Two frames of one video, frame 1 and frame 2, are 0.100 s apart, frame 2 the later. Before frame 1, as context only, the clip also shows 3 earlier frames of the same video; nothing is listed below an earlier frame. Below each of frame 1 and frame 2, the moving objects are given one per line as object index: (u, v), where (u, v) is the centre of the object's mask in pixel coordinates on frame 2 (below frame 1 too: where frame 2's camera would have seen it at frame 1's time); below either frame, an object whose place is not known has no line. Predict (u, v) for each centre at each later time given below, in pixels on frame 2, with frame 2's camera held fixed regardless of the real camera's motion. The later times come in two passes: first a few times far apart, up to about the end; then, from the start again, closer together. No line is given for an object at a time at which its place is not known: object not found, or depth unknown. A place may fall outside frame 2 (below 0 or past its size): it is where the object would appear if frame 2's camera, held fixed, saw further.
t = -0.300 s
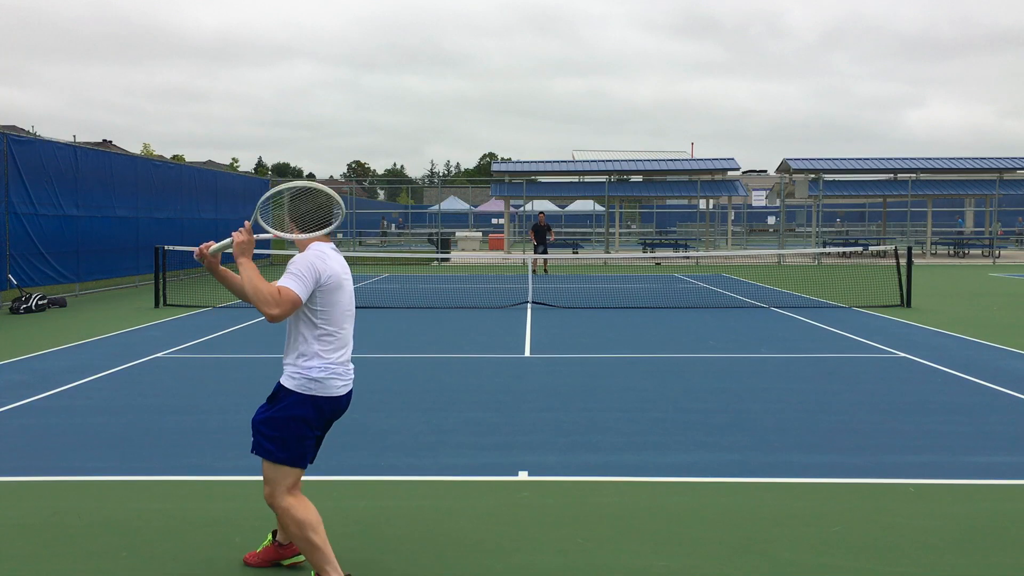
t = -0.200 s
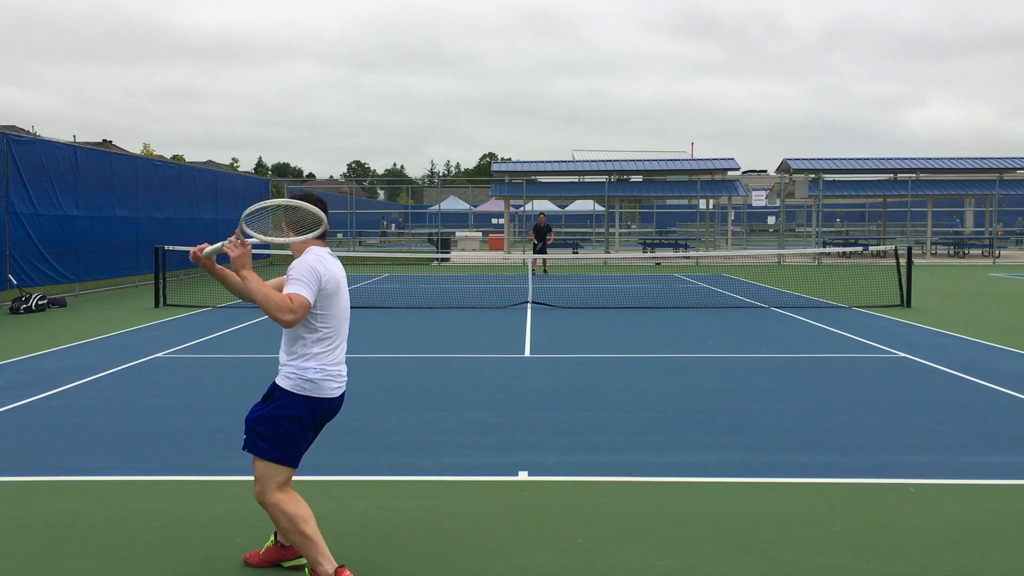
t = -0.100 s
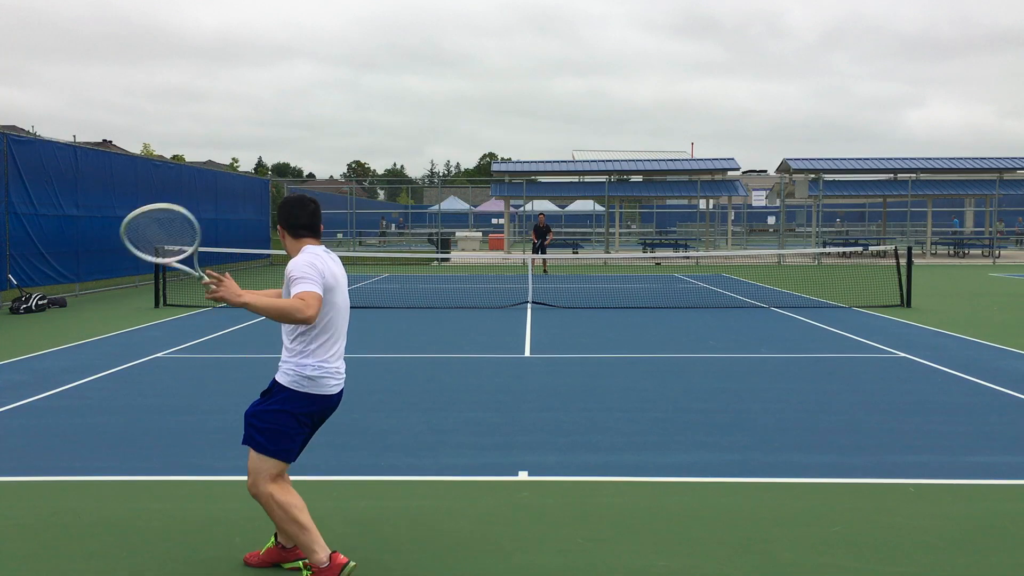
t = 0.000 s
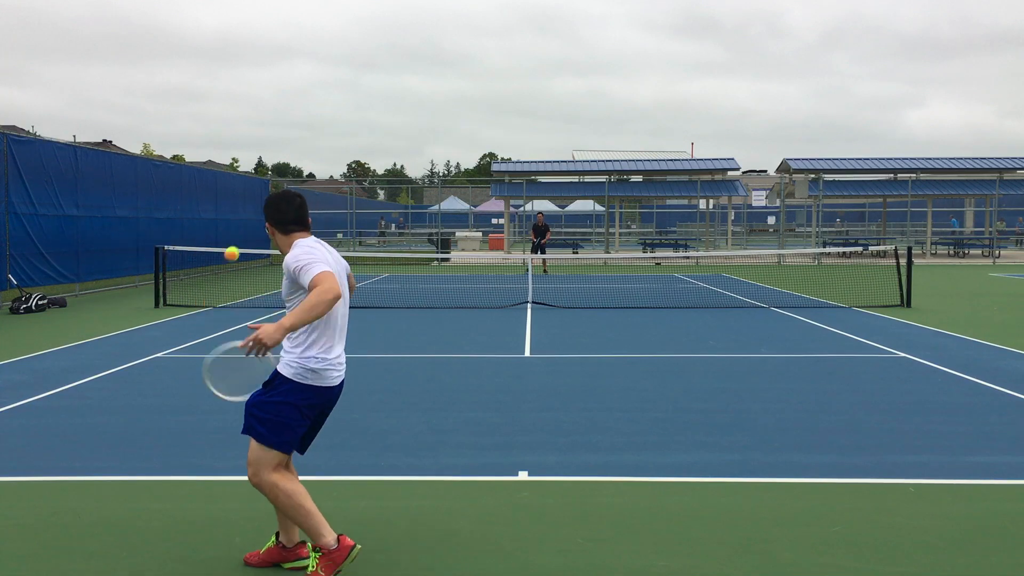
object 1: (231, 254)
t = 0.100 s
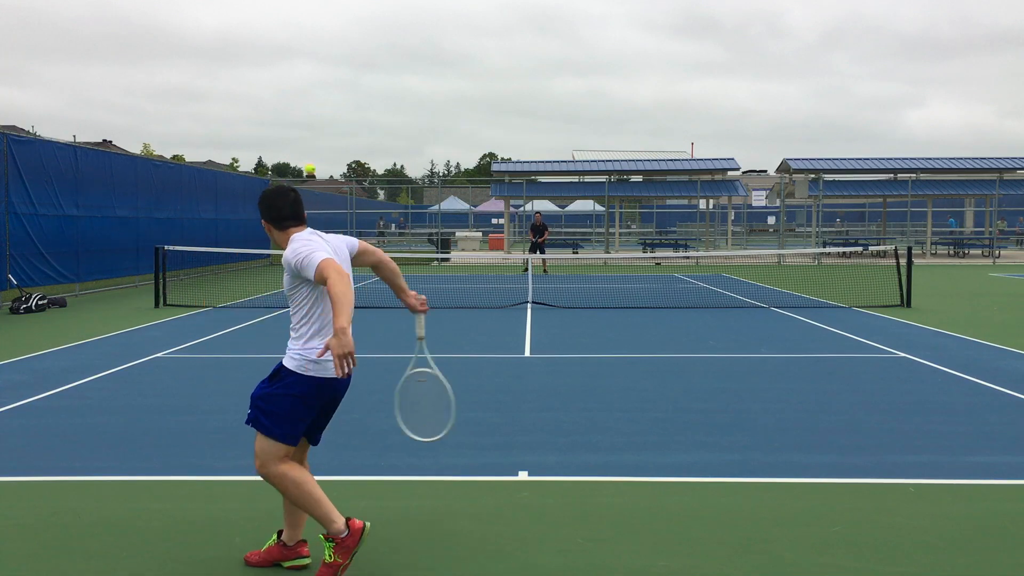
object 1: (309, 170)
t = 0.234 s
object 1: (371, 113)
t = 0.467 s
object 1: (429, 87)
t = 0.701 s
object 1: (457, 104)
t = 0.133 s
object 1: (328, 150)
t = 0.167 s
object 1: (344, 135)
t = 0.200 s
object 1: (359, 123)
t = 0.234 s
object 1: (371, 113)
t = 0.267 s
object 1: (382, 105)
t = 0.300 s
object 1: (392, 99)
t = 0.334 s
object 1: (401, 95)
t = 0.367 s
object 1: (409, 91)
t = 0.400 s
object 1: (416, 89)
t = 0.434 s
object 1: (422, 88)
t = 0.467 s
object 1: (429, 87)
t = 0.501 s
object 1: (434, 88)
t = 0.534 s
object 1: (439, 89)
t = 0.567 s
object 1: (443, 91)
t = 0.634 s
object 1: (451, 97)
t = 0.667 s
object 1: (454, 100)
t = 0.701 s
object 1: (457, 104)
